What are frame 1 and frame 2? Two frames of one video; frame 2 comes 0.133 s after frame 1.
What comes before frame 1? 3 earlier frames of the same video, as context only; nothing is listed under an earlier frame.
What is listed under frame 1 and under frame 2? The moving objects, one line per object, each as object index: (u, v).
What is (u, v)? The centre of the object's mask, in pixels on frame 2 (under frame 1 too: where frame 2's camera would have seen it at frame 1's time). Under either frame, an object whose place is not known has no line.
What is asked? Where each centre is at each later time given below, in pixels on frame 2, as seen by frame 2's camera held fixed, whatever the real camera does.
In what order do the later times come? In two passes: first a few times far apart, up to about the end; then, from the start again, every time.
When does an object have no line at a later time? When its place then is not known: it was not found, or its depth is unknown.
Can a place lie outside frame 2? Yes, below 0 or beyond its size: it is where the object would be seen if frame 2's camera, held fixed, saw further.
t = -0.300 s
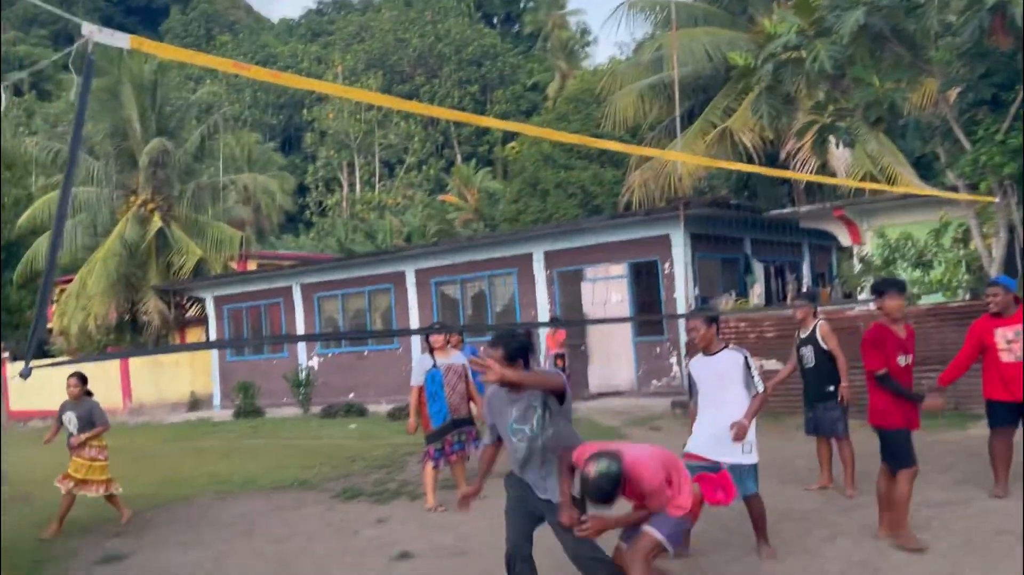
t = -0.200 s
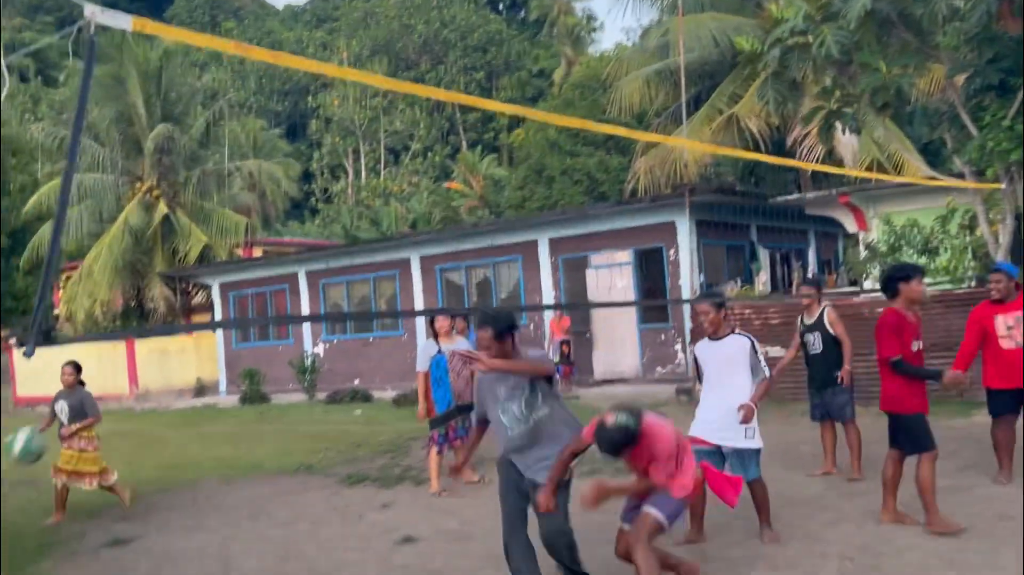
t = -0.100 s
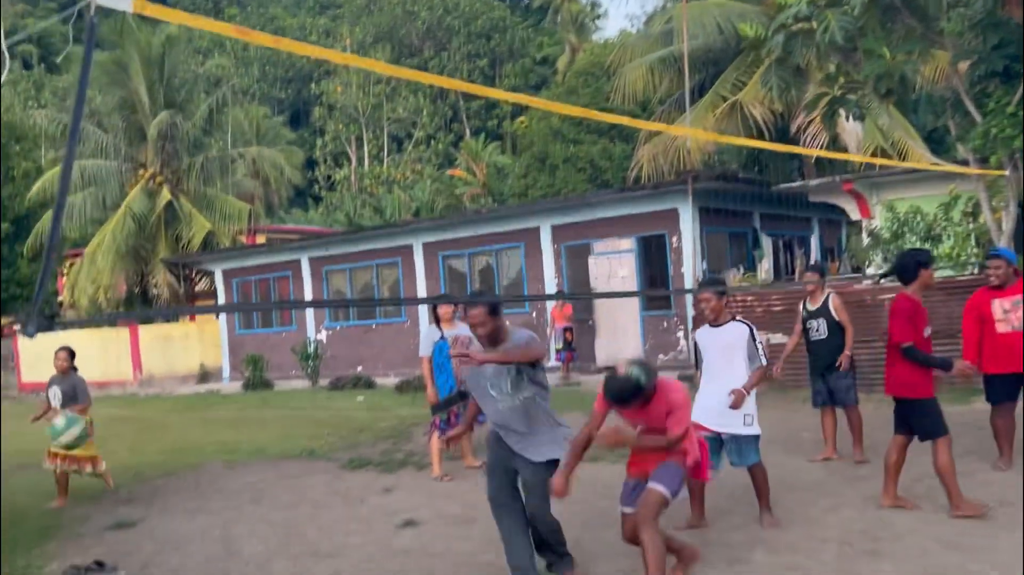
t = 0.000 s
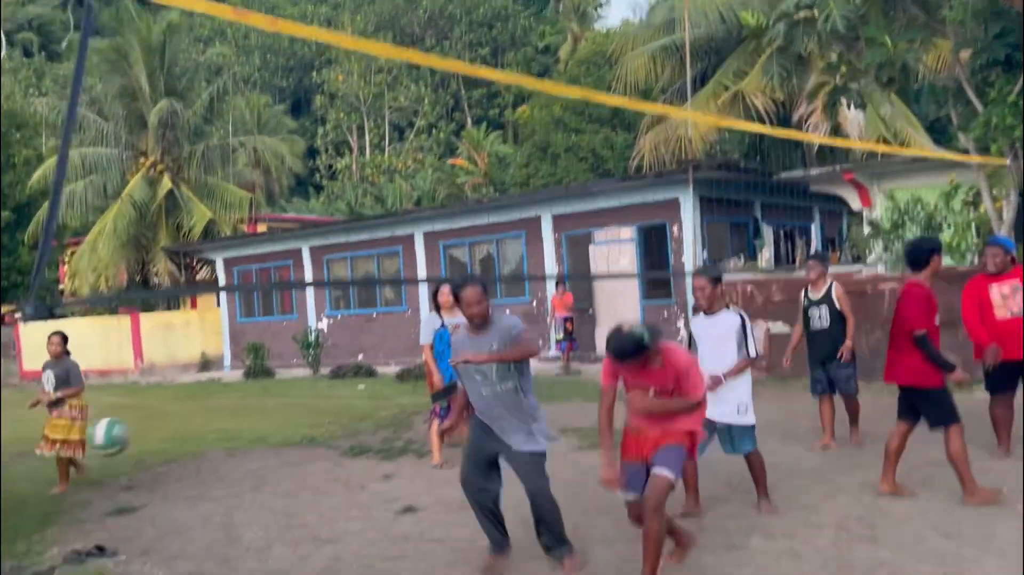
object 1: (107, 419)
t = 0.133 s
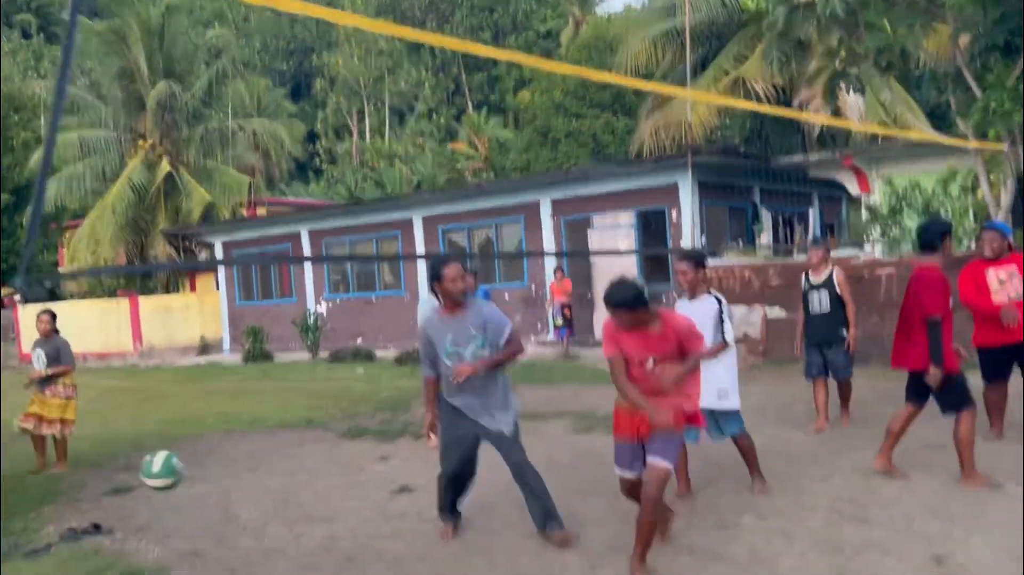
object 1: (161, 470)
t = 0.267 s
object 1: (221, 555)
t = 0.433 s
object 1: (234, 493)
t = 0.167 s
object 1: (176, 488)
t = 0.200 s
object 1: (190, 508)
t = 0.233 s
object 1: (206, 530)
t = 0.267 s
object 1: (221, 555)
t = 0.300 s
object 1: (223, 538)
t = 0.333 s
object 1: (226, 524)
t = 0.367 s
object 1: (229, 512)
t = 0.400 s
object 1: (231, 501)
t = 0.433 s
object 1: (234, 493)
